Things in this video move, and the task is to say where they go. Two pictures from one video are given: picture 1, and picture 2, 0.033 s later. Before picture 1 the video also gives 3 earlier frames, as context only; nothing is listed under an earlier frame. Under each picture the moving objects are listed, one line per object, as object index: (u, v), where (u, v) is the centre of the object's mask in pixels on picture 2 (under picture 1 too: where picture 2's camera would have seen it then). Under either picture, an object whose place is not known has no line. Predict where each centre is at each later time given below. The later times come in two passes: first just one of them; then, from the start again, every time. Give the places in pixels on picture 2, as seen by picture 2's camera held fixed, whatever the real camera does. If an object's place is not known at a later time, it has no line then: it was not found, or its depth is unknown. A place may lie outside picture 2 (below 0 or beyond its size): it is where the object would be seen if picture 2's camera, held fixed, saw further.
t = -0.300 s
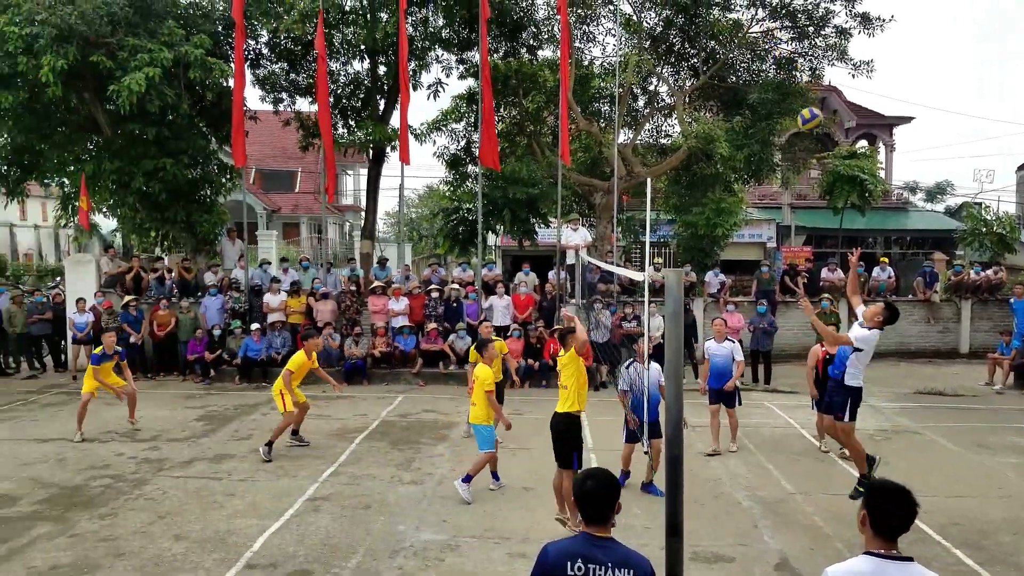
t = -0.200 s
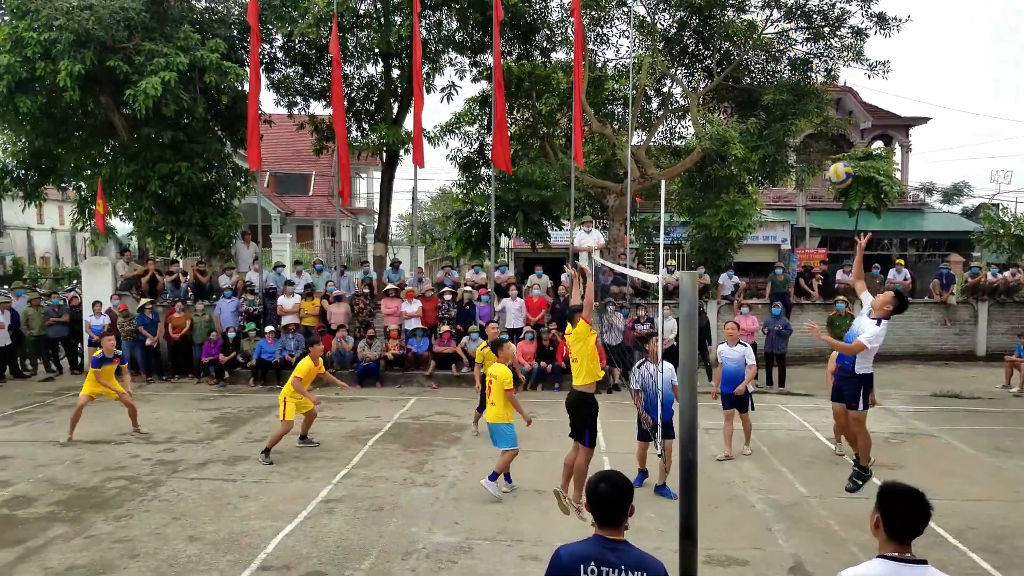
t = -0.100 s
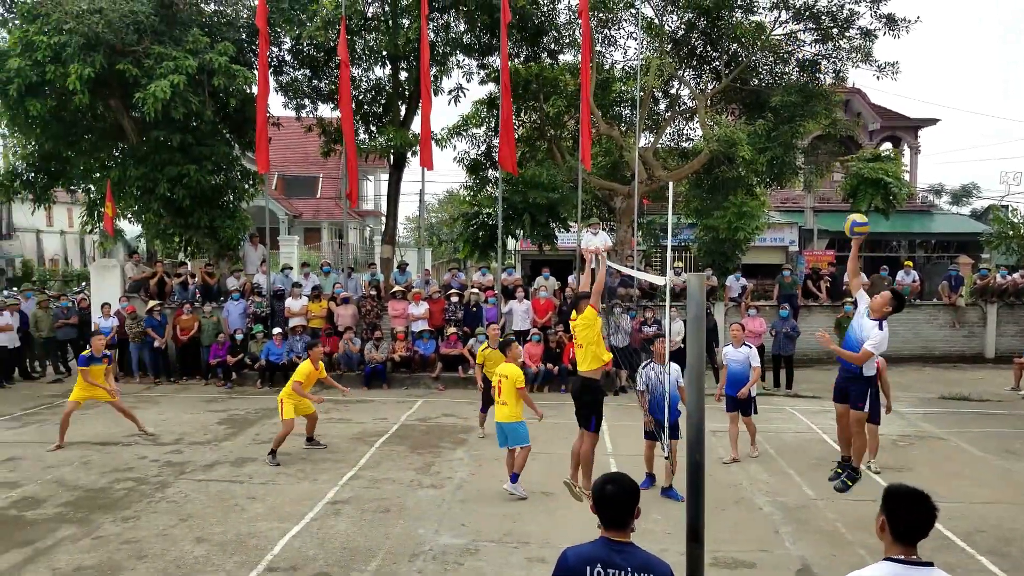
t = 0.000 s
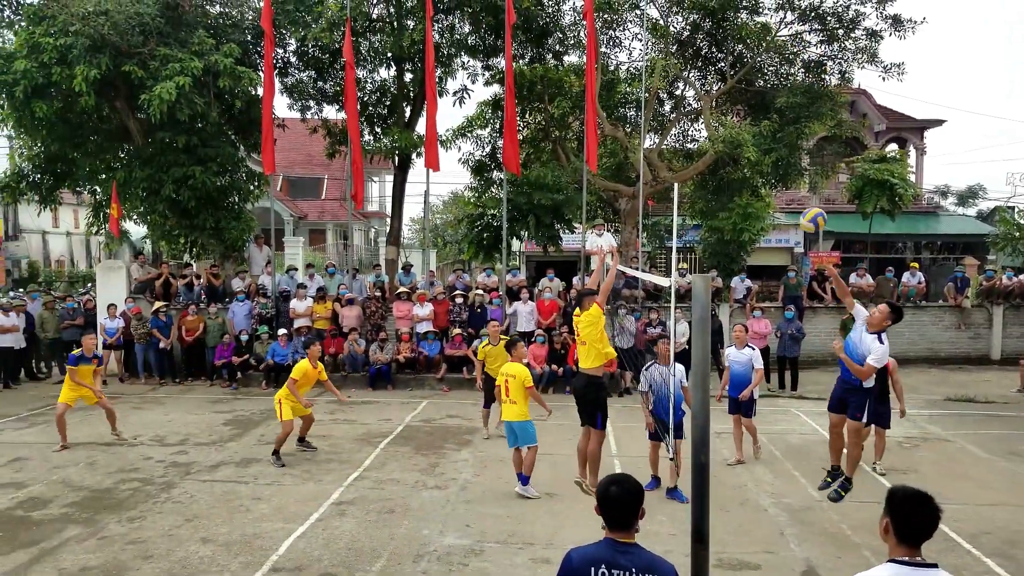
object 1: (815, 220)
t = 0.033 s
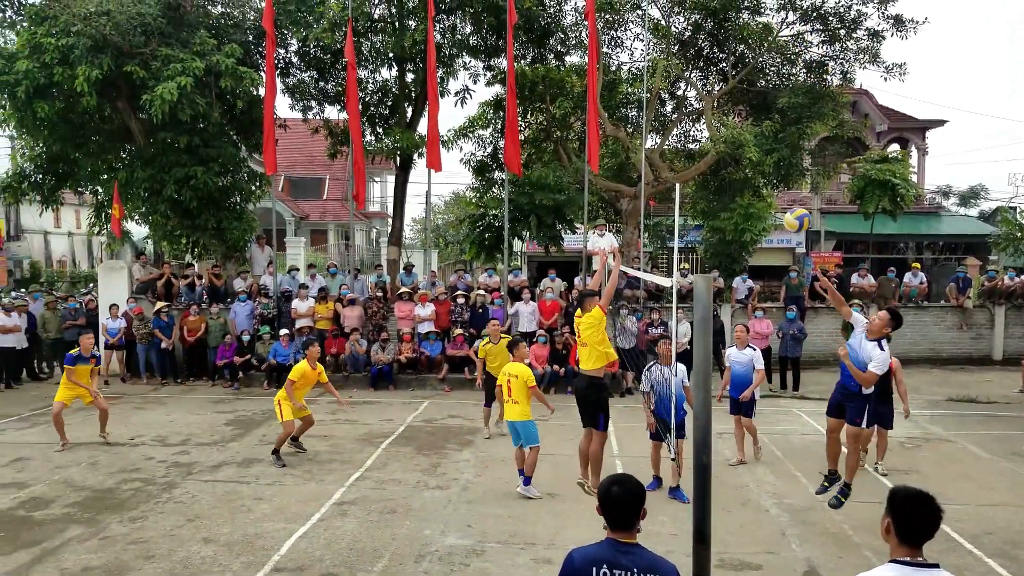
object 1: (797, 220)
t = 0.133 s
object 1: (741, 229)
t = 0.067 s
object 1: (779, 221)
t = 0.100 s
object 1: (760, 224)
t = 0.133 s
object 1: (741, 229)
